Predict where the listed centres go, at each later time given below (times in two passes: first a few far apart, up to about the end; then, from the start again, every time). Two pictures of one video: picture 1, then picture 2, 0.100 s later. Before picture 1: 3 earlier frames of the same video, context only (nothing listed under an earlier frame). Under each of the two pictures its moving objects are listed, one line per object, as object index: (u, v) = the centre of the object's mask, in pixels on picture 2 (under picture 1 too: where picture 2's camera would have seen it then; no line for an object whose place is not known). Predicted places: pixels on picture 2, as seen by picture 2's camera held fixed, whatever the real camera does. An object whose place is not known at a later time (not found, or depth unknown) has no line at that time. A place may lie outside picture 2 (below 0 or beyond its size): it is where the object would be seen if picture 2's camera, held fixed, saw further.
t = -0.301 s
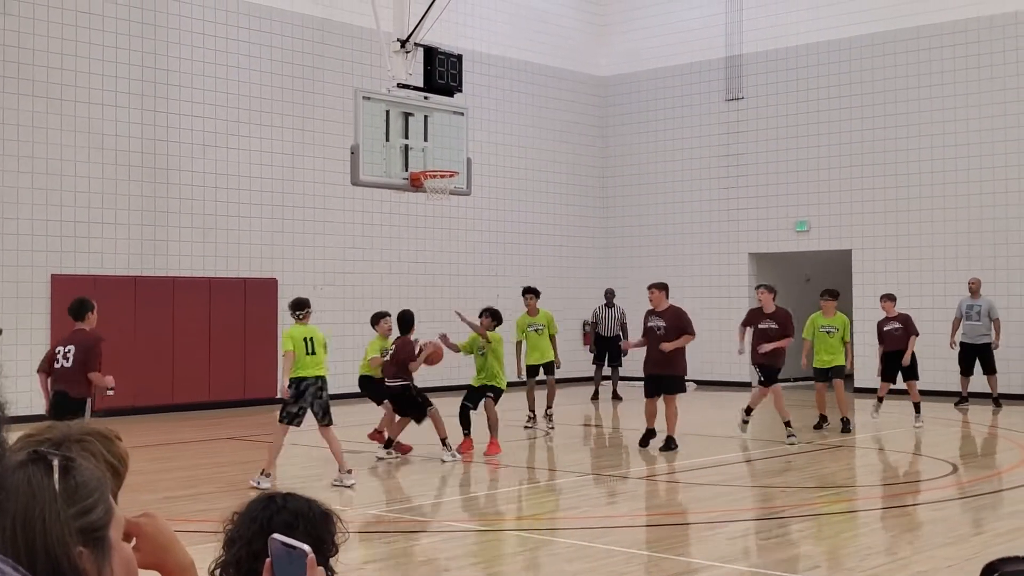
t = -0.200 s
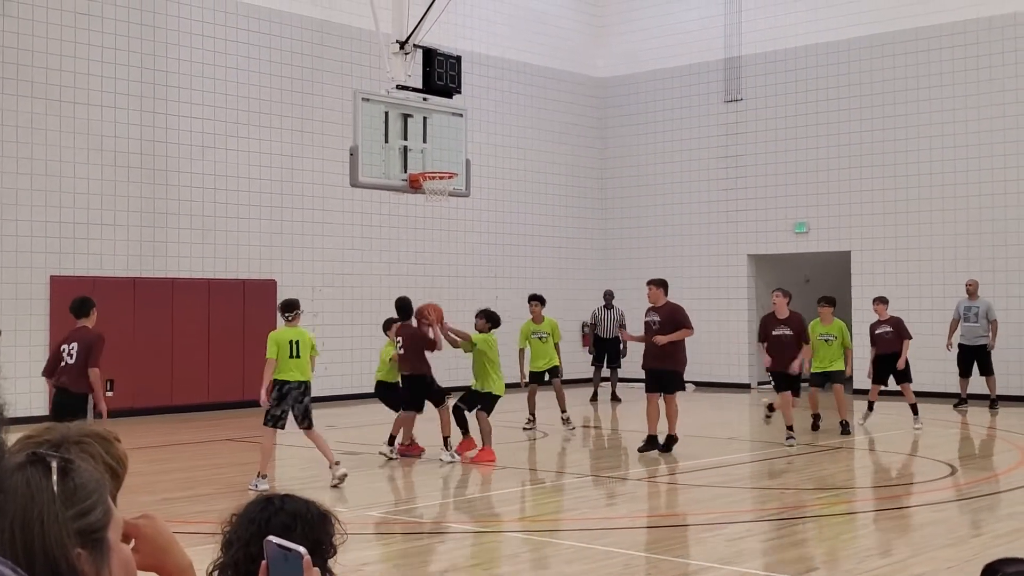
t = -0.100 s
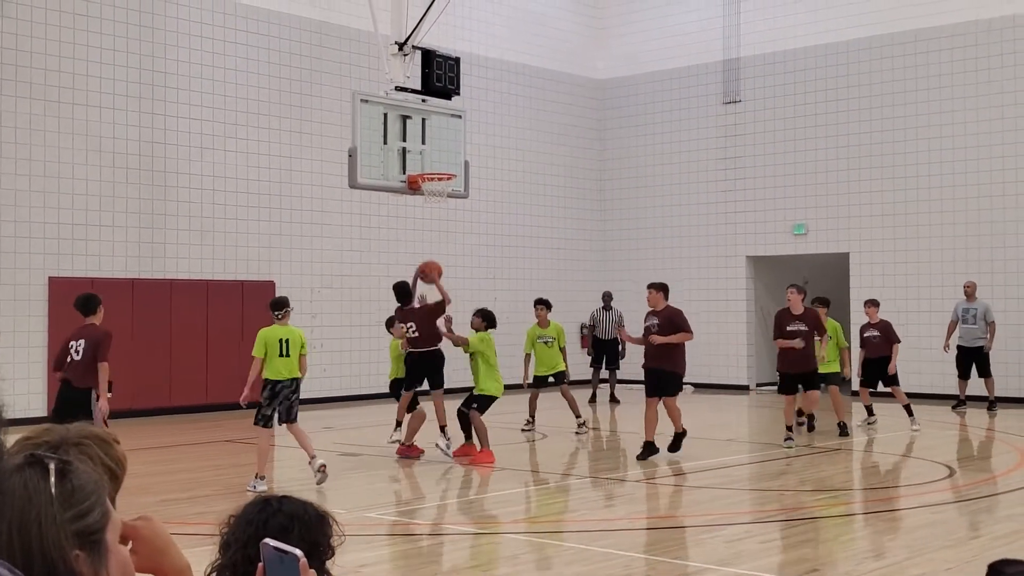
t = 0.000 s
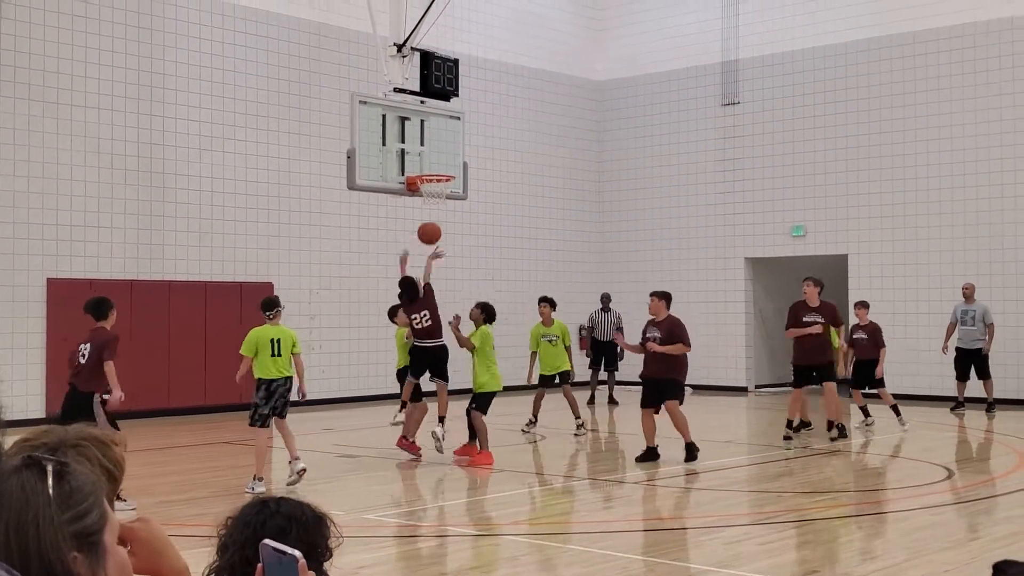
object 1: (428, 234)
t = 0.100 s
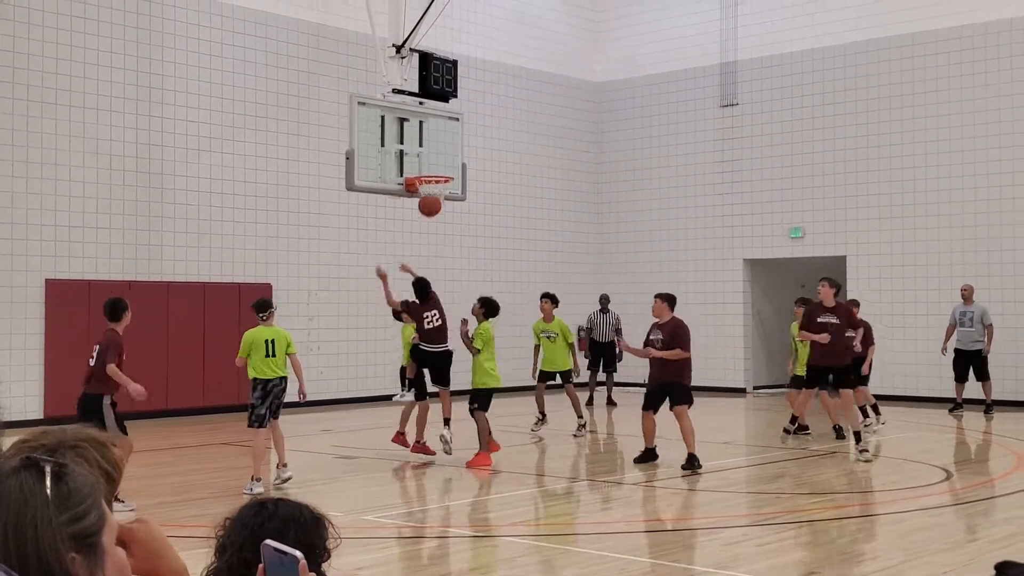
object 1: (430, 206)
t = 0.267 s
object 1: (432, 181)
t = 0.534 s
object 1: (436, 193)
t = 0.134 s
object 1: (430, 198)
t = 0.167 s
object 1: (431, 193)
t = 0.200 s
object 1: (431, 187)
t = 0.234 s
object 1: (432, 183)
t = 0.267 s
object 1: (432, 181)
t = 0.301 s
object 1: (433, 179)
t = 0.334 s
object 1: (433, 178)
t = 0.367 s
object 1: (434, 178)
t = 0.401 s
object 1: (434, 180)
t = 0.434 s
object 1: (435, 182)
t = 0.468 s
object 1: (436, 185)
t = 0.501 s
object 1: (436, 189)
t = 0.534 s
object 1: (436, 193)
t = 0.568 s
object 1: (437, 199)
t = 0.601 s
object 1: (437, 205)
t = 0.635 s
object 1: (438, 213)
